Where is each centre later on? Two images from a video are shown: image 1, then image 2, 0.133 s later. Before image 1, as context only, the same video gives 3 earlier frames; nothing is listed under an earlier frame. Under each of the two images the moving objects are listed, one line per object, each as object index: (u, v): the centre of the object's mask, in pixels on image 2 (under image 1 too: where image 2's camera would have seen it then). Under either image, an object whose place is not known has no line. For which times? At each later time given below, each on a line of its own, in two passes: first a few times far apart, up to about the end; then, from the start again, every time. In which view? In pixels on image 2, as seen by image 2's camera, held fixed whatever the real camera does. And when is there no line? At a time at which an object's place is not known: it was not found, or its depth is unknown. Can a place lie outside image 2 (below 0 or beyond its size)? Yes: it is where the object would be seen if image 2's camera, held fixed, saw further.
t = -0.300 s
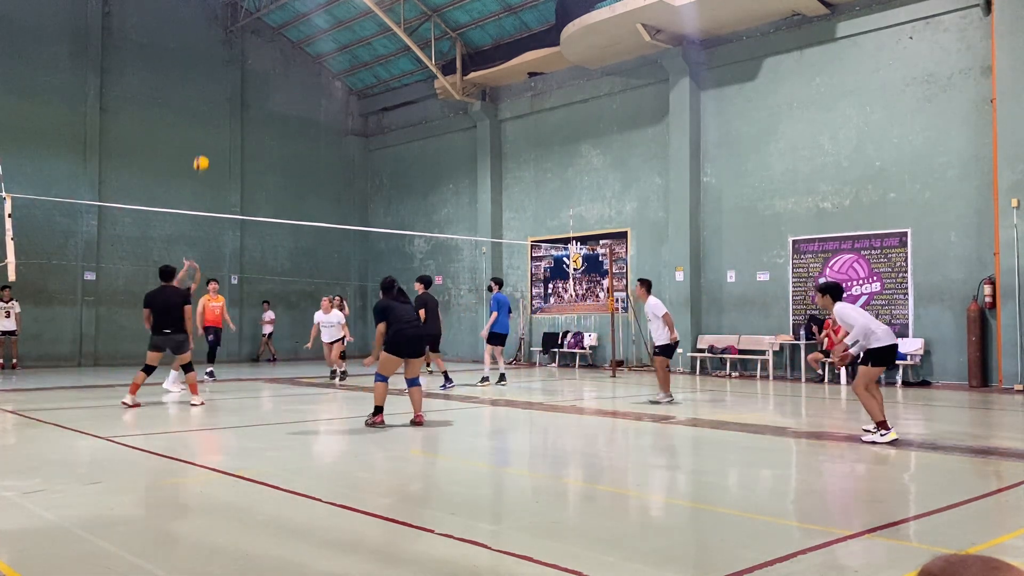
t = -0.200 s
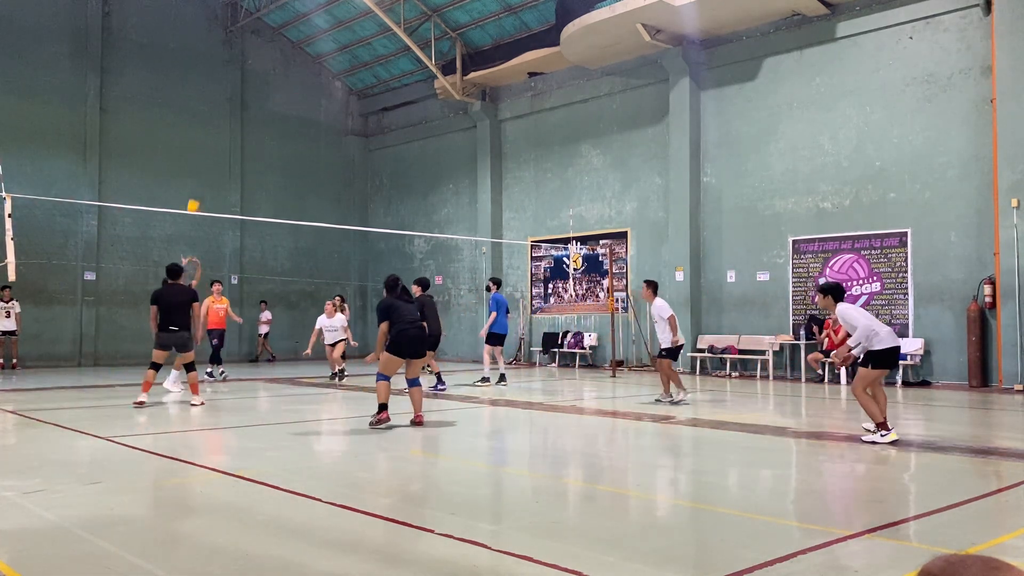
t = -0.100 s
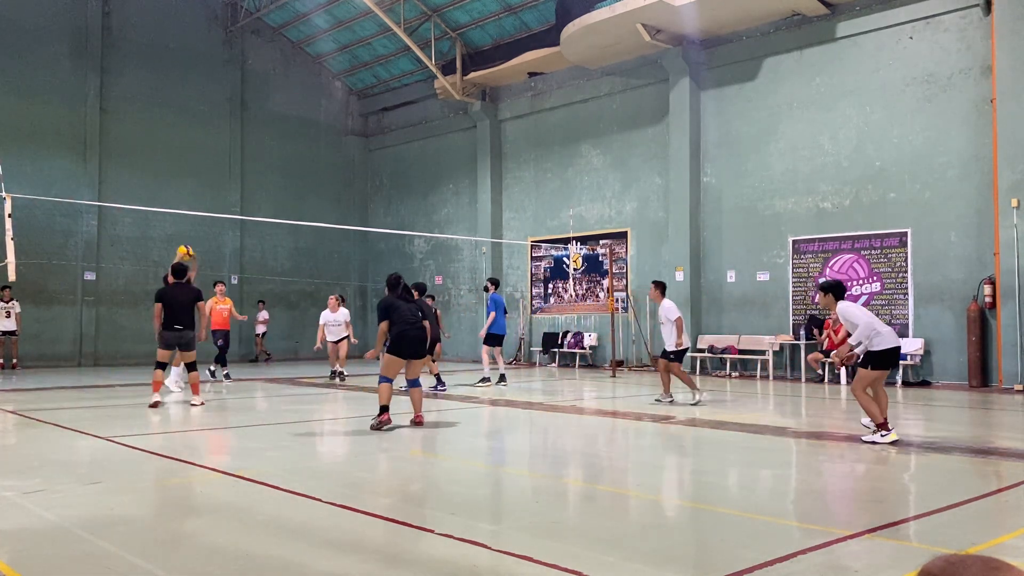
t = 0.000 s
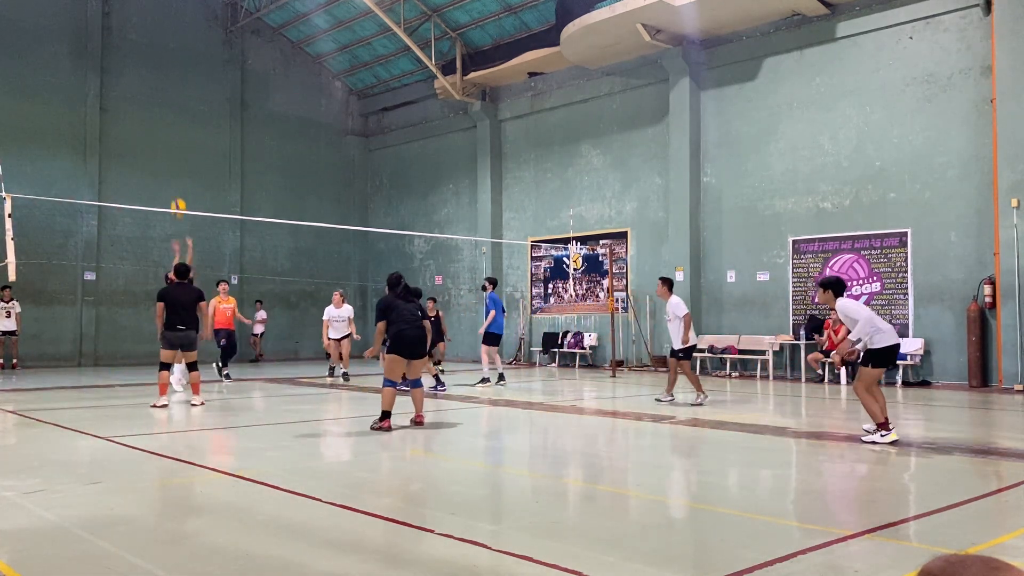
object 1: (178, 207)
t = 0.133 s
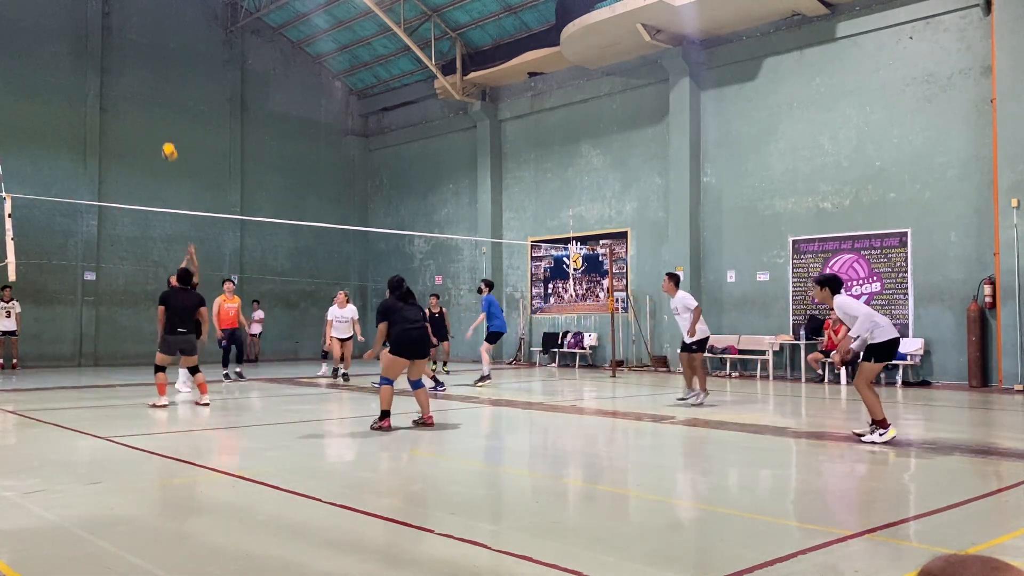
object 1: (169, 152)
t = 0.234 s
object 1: (163, 117)
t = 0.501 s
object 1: (144, 60)
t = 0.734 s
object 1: (127, 51)
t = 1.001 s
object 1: (106, 87)
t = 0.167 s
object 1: (167, 140)
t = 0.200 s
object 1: (165, 128)
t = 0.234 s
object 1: (163, 117)
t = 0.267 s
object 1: (160, 108)
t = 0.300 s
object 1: (158, 99)
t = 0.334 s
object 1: (156, 90)
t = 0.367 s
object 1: (153, 83)
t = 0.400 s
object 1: (151, 76)
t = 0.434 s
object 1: (149, 70)
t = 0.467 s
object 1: (146, 65)
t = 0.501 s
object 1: (144, 60)
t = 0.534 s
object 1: (142, 57)
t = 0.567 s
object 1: (139, 54)
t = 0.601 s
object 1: (137, 52)
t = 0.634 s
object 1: (135, 50)
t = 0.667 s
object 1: (132, 50)
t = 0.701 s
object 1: (130, 50)
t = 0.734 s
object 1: (127, 51)
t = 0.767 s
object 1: (124, 53)
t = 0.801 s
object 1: (122, 55)
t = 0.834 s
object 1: (119, 59)
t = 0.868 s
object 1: (117, 63)
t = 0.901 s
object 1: (114, 67)
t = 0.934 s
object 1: (111, 73)
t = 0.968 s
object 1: (109, 80)
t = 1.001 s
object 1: (106, 87)
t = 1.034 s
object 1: (103, 95)
